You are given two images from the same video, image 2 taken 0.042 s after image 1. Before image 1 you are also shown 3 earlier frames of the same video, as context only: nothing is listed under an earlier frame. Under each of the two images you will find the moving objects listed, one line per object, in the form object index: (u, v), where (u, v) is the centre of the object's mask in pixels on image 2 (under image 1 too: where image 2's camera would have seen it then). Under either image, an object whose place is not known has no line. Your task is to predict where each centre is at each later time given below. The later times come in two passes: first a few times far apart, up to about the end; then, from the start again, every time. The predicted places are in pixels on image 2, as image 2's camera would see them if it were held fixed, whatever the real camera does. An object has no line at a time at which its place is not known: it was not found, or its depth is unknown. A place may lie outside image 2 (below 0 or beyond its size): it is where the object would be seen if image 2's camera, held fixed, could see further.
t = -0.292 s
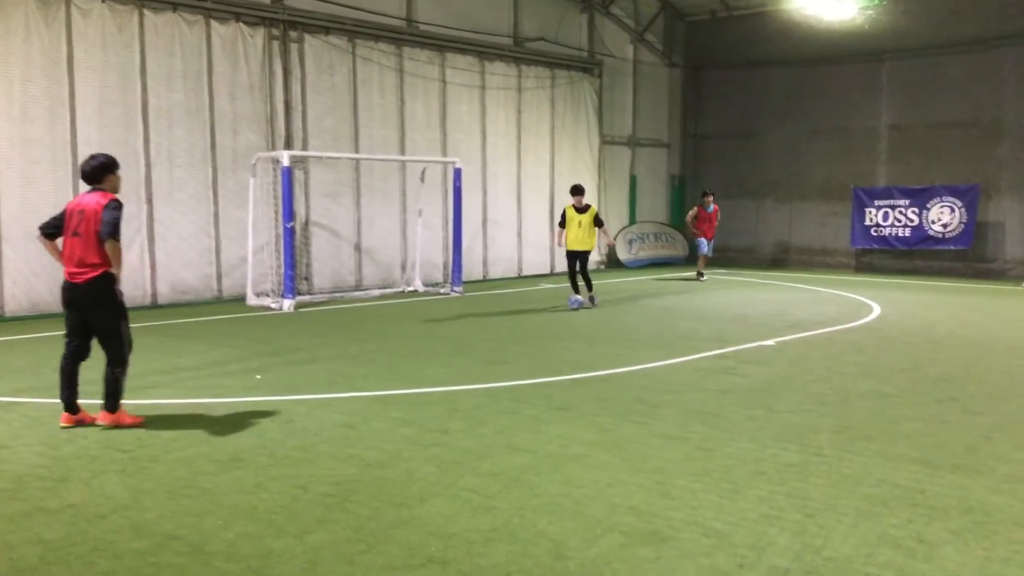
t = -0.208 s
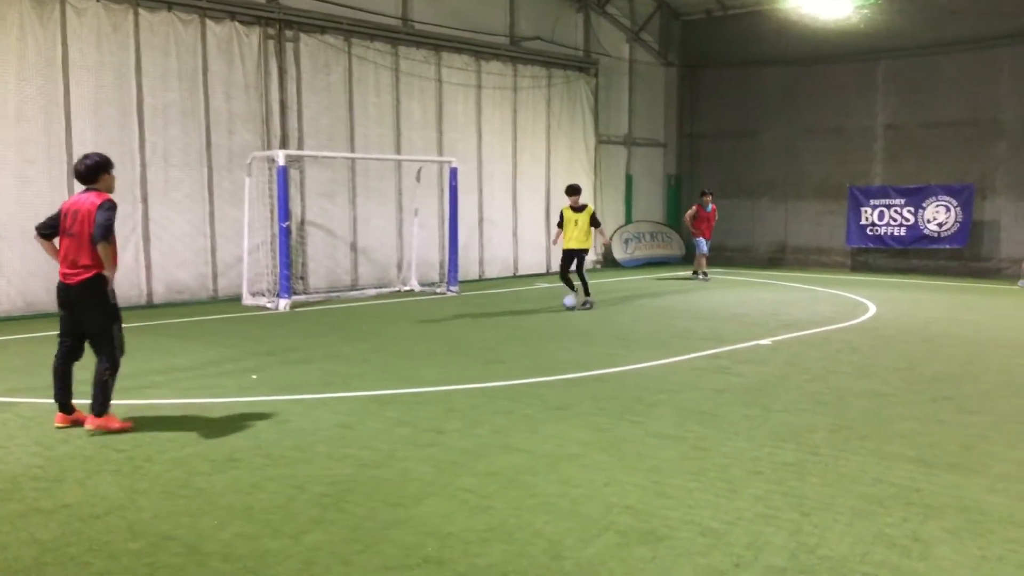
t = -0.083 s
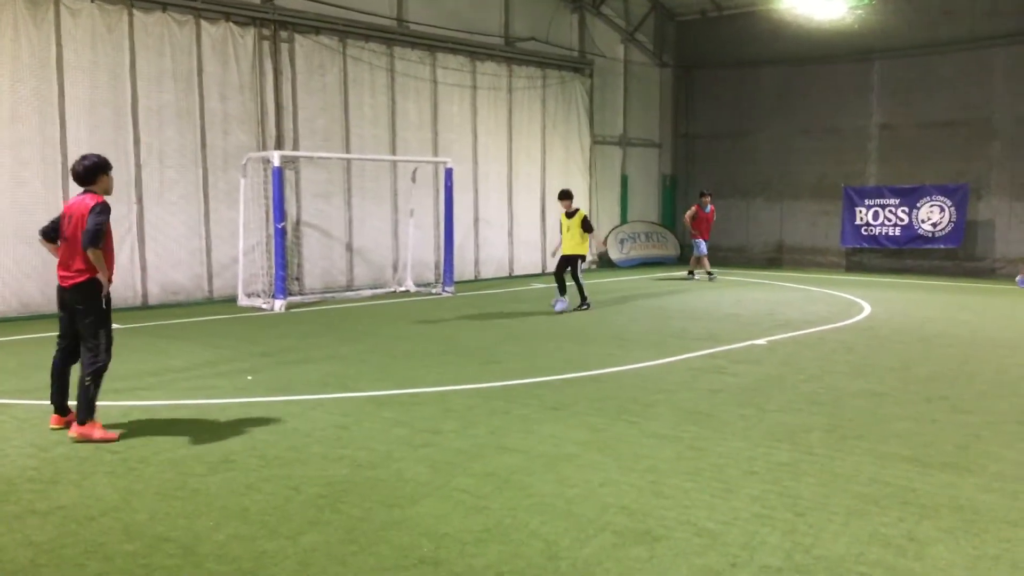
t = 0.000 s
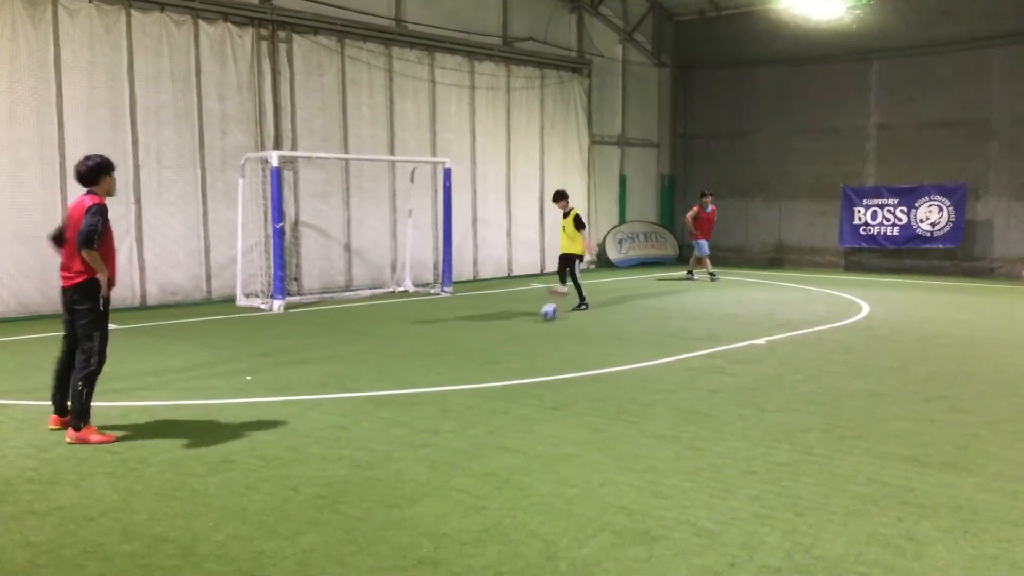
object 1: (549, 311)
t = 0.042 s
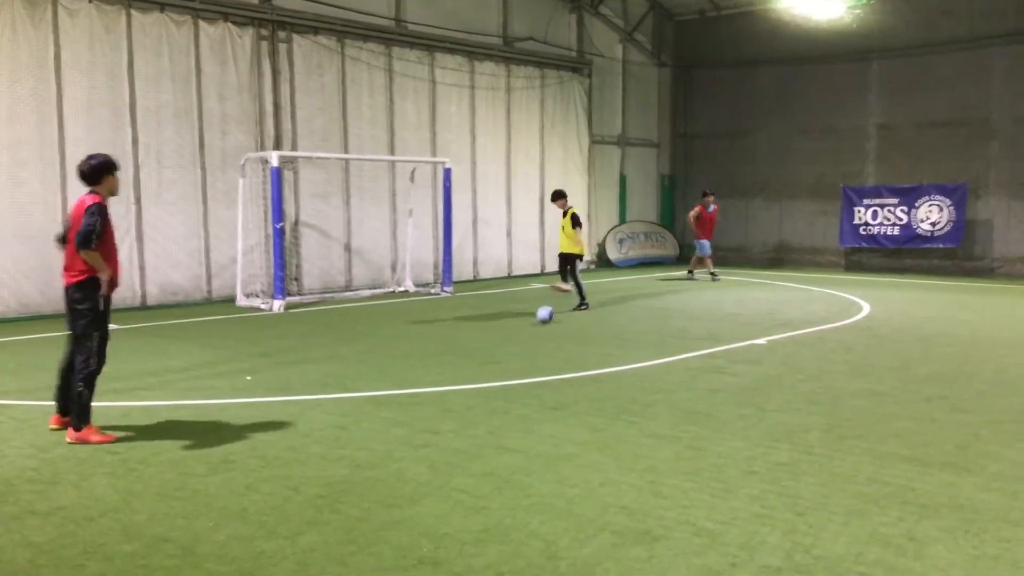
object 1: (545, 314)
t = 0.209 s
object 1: (523, 328)
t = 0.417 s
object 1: (494, 347)
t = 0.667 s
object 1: (450, 374)
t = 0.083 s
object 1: (540, 318)
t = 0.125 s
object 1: (535, 321)
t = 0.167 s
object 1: (529, 325)
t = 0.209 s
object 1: (523, 328)
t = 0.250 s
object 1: (518, 332)
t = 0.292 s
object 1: (512, 335)
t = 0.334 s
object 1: (505, 339)
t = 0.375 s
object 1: (499, 344)
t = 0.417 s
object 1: (494, 347)
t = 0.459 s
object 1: (487, 352)
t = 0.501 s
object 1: (479, 356)
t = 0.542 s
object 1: (472, 361)
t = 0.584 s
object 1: (465, 365)
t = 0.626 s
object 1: (458, 369)
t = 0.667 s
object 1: (450, 374)
